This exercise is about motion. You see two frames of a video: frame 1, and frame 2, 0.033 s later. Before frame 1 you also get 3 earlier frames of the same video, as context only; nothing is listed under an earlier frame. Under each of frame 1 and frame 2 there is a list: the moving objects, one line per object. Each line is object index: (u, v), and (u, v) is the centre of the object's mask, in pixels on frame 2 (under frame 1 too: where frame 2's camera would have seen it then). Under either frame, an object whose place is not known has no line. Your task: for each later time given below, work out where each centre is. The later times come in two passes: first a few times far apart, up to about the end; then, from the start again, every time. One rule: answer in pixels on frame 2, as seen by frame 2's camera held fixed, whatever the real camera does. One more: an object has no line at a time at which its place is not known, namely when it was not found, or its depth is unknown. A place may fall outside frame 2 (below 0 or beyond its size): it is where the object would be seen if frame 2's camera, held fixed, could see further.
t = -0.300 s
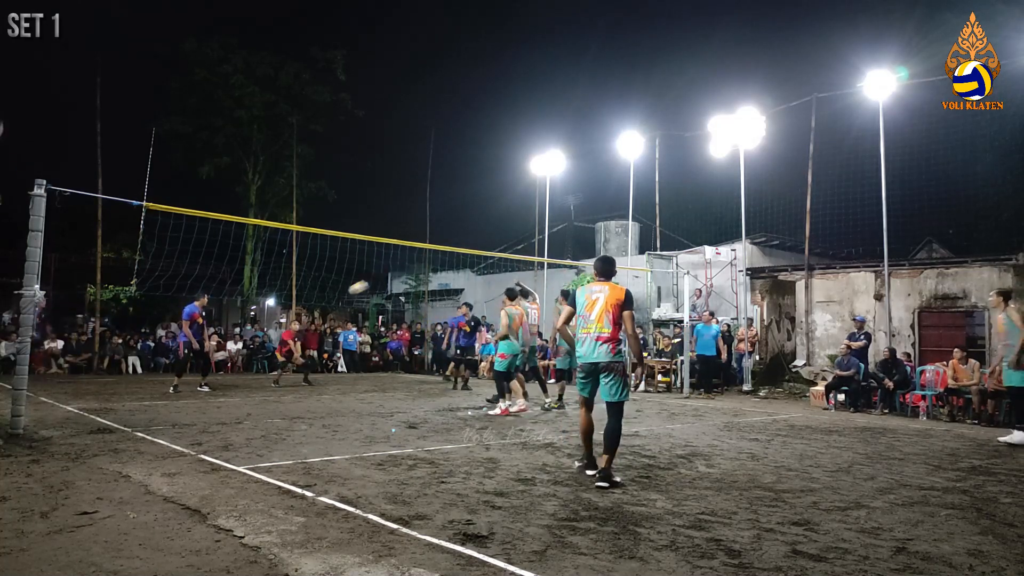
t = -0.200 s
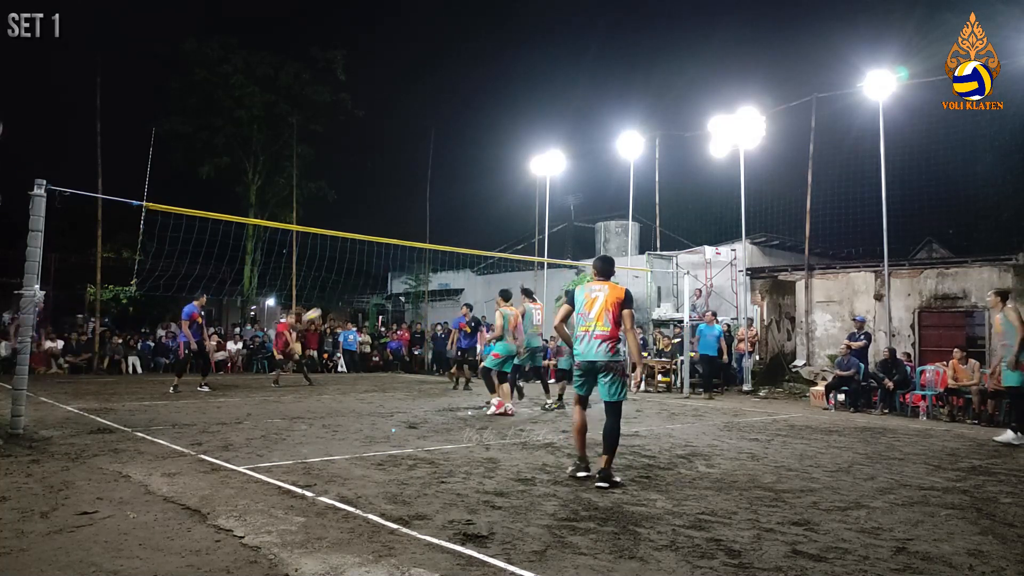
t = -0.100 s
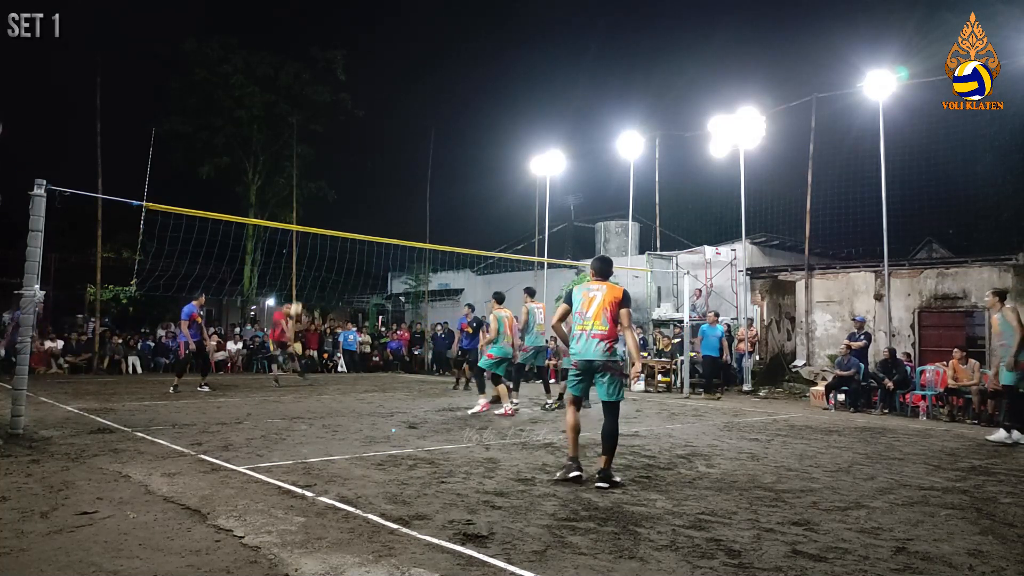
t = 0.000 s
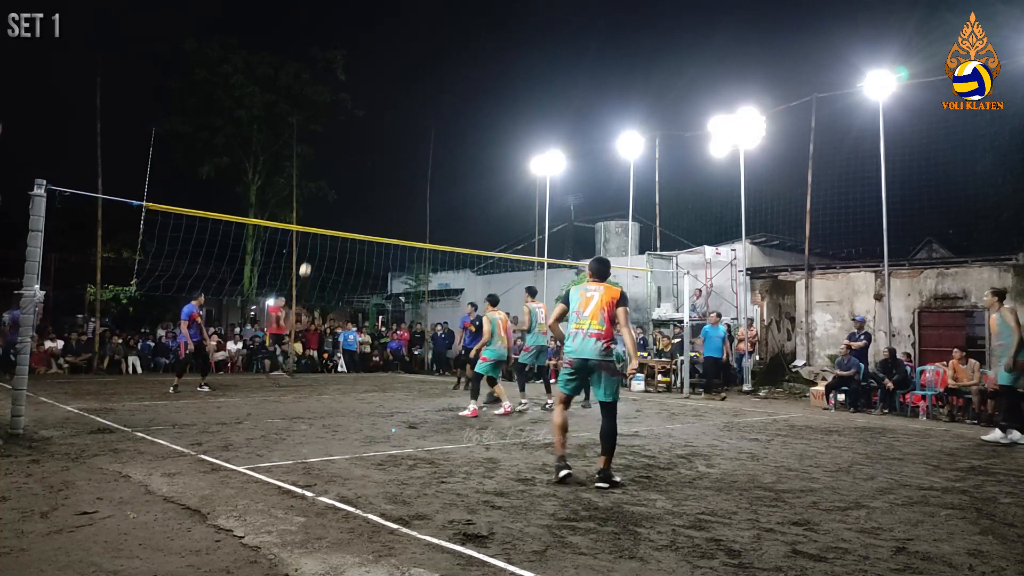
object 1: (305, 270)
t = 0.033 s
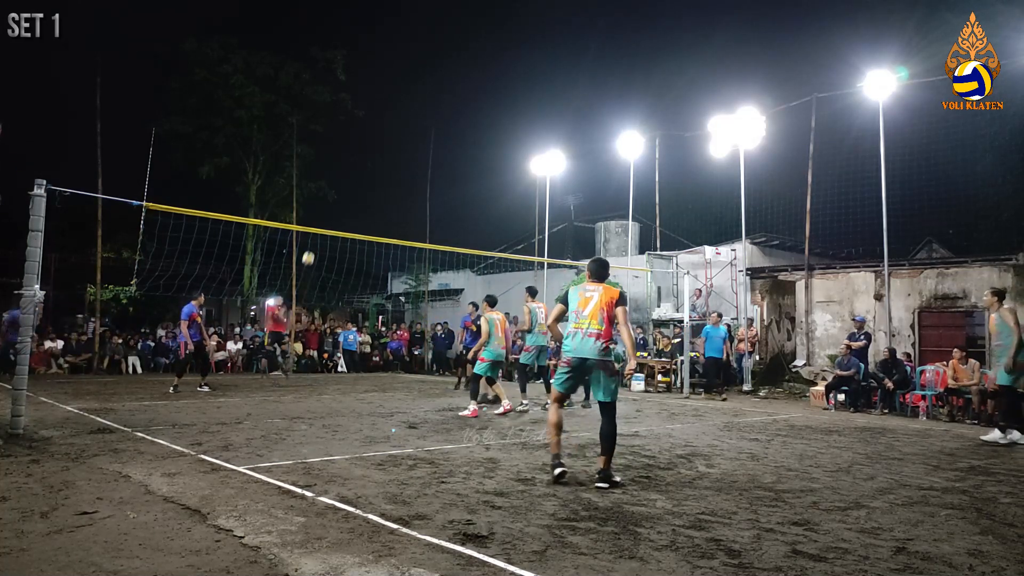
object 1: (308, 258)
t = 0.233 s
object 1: (325, 198)
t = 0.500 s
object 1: (346, 146)
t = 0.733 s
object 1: (365, 128)
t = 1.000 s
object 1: (384, 141)
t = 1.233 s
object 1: (402, 182)
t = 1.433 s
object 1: (416, 240)
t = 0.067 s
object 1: (311, 247)
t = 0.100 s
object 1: (313, 237)
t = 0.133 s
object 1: (317, 224)
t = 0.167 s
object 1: (319, 217)
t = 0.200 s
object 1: (322, 207)
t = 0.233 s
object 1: (325, 198)
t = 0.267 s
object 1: (328, 190)
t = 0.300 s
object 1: (331, 182)
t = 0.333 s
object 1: (333, 175)
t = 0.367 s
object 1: (336, 168)
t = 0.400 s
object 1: (339, 162)
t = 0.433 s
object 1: (341, 156)
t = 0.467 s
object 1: (344, 151)
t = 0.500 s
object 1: (346, 146)
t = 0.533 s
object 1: (349, 142)
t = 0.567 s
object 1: (352, 139)
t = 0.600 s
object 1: (354, 135)
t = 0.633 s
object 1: (357, 133)
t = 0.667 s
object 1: (359, 131)
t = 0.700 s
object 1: (362, 129)
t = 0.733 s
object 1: (365, 128)
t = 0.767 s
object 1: (367, 128)
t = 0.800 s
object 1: (370, 128)
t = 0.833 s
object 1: (372, 129)
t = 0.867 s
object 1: (375, 130)
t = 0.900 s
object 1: (377, 132)
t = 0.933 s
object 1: (379, 134)
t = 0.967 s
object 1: (382, 137)
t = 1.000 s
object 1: (384, 141)
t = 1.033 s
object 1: (387, 145)
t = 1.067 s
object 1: (389, 149)
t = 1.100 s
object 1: (392, 155)
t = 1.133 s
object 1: (394, 160)
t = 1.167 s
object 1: (397, 167)
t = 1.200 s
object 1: (399, 174)
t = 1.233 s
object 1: (402, 182)
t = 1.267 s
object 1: (404, 190)
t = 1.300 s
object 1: (407, 199)
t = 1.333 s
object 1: (409, 208)
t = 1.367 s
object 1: (411, 219)
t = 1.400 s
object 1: (414, 229)
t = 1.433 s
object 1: (416, 240)
